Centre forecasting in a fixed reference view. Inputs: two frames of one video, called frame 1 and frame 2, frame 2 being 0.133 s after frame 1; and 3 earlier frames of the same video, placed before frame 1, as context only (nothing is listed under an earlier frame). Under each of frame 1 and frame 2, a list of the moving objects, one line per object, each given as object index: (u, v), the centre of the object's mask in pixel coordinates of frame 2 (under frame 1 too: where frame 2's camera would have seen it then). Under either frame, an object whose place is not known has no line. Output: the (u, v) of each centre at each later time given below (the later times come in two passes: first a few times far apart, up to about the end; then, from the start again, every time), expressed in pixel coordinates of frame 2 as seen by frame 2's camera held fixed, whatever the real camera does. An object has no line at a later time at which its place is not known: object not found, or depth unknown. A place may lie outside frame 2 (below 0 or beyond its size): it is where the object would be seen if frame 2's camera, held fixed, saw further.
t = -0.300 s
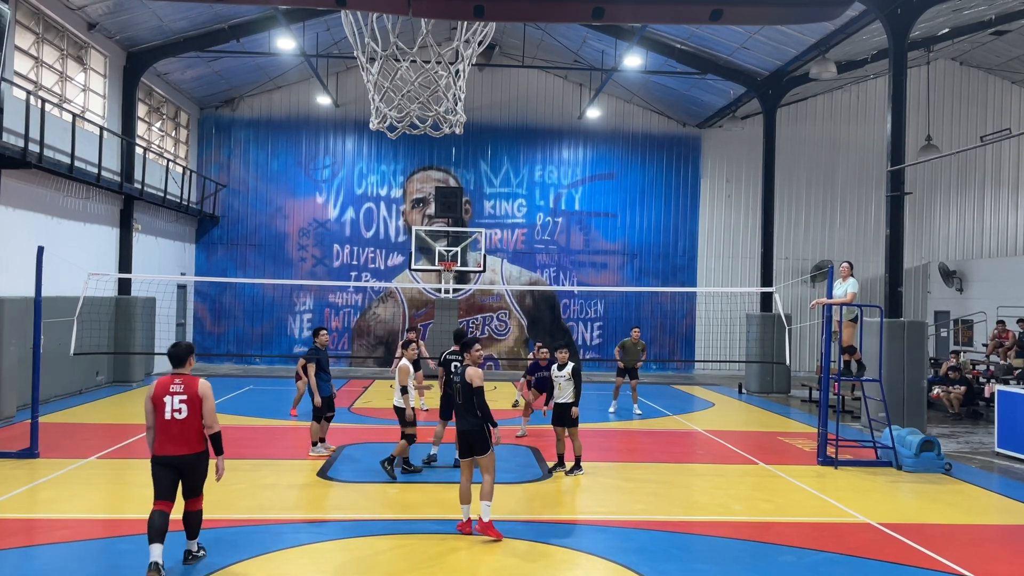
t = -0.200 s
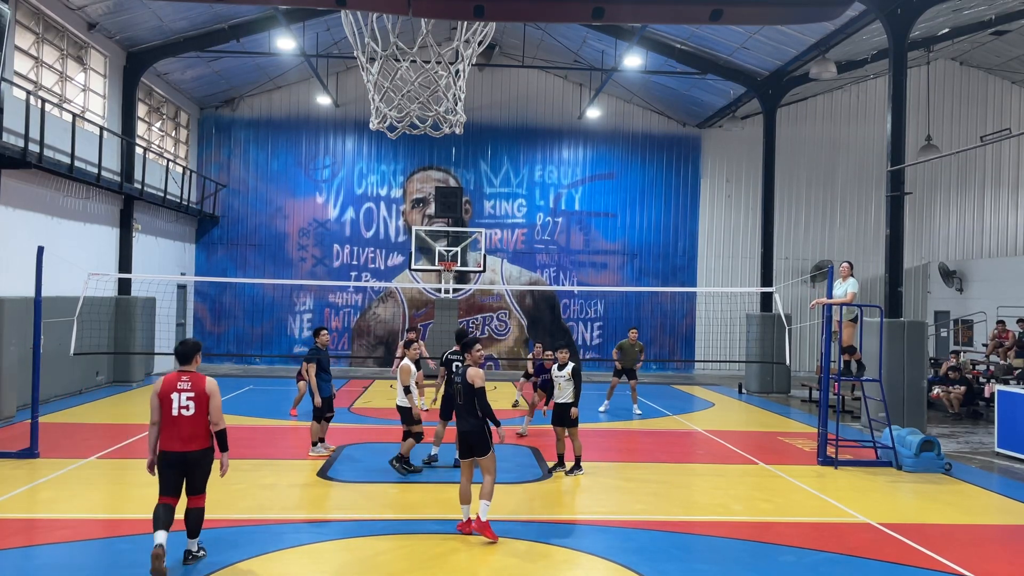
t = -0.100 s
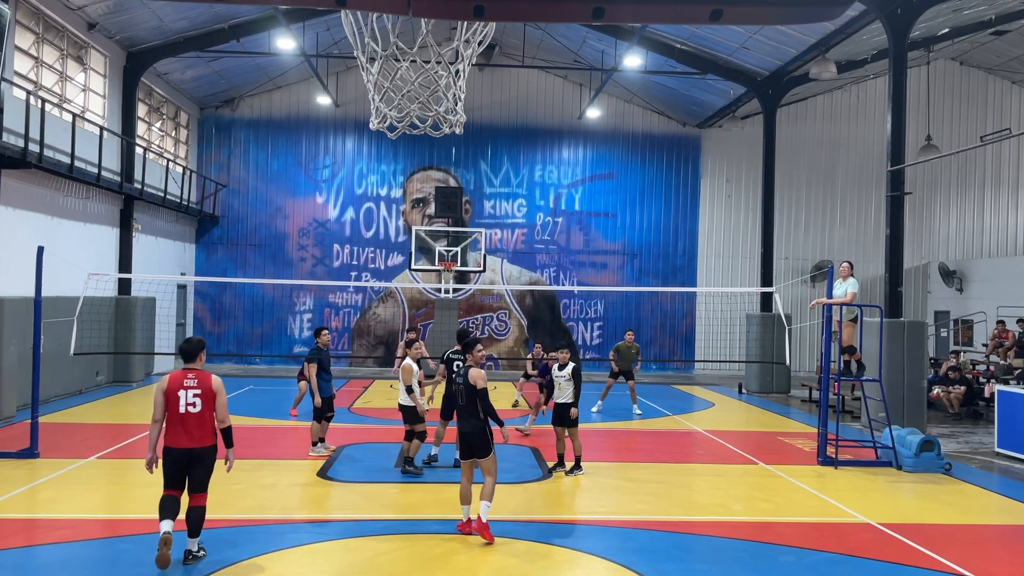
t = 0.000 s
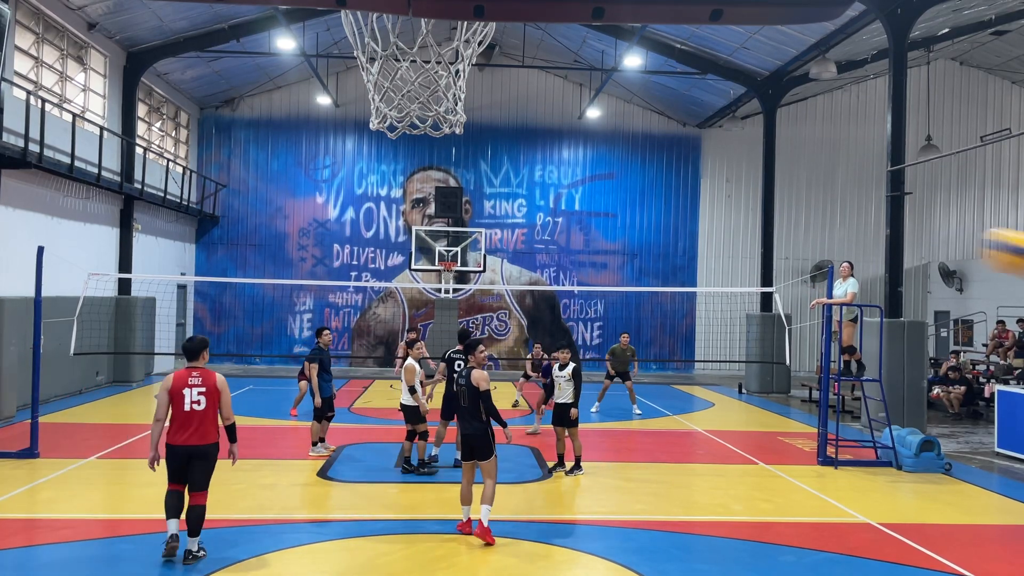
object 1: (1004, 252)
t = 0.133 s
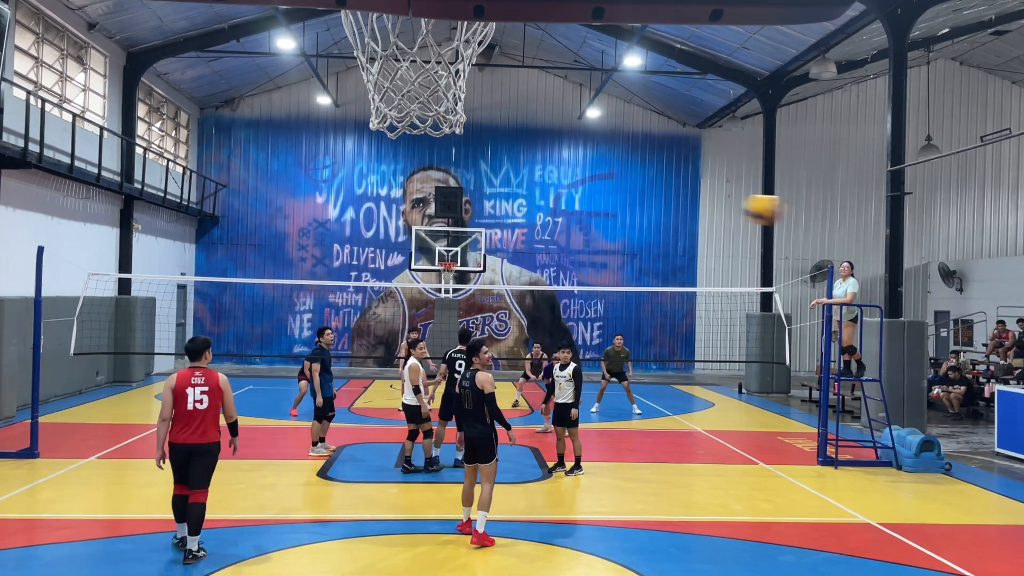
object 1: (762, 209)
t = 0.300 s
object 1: (617, 213)
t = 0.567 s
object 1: (509, 259)
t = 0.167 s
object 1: (725, 207)
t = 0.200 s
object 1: (691, 207)
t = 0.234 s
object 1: (664, 208)
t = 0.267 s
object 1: (639, 210)
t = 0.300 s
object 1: (617, 213)
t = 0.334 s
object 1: (597, 217)
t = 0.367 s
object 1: (580, 222)
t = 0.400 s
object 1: (565, 227)
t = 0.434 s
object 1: (551, 233)
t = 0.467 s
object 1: (539, 239)
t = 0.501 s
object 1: (528, 246)
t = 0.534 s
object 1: (519, 253)
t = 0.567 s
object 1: (509, 259)
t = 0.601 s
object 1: (501, 266)
